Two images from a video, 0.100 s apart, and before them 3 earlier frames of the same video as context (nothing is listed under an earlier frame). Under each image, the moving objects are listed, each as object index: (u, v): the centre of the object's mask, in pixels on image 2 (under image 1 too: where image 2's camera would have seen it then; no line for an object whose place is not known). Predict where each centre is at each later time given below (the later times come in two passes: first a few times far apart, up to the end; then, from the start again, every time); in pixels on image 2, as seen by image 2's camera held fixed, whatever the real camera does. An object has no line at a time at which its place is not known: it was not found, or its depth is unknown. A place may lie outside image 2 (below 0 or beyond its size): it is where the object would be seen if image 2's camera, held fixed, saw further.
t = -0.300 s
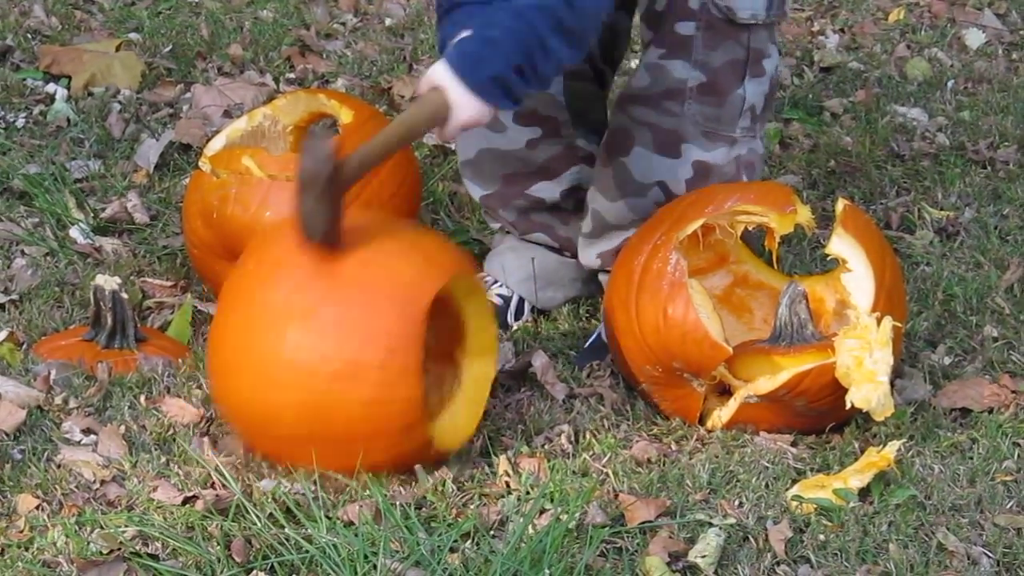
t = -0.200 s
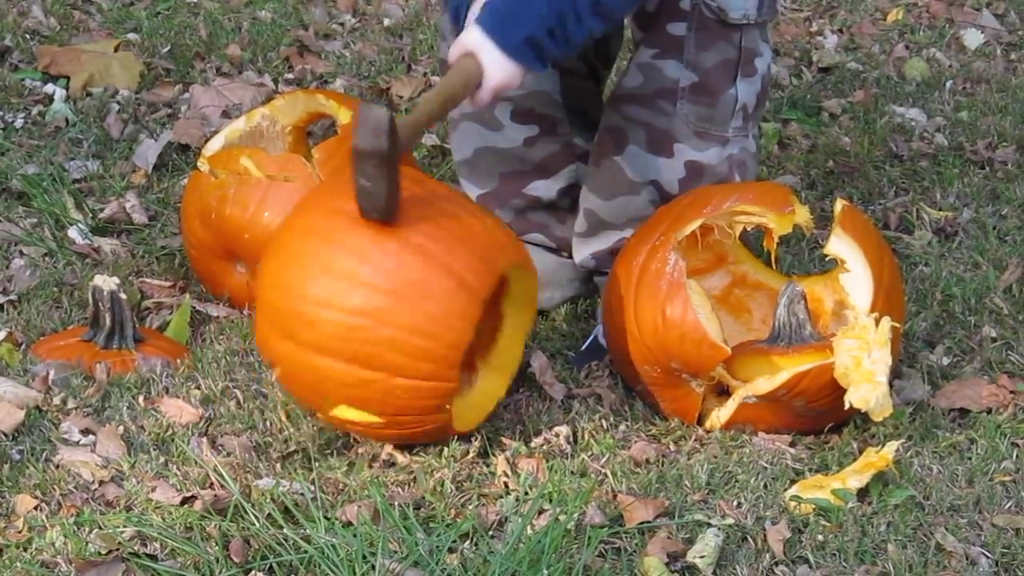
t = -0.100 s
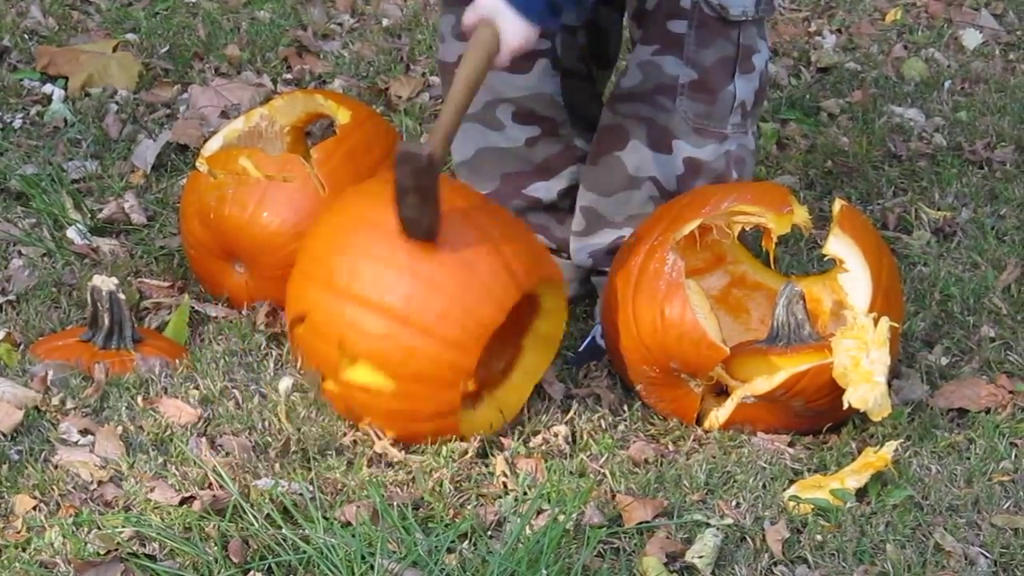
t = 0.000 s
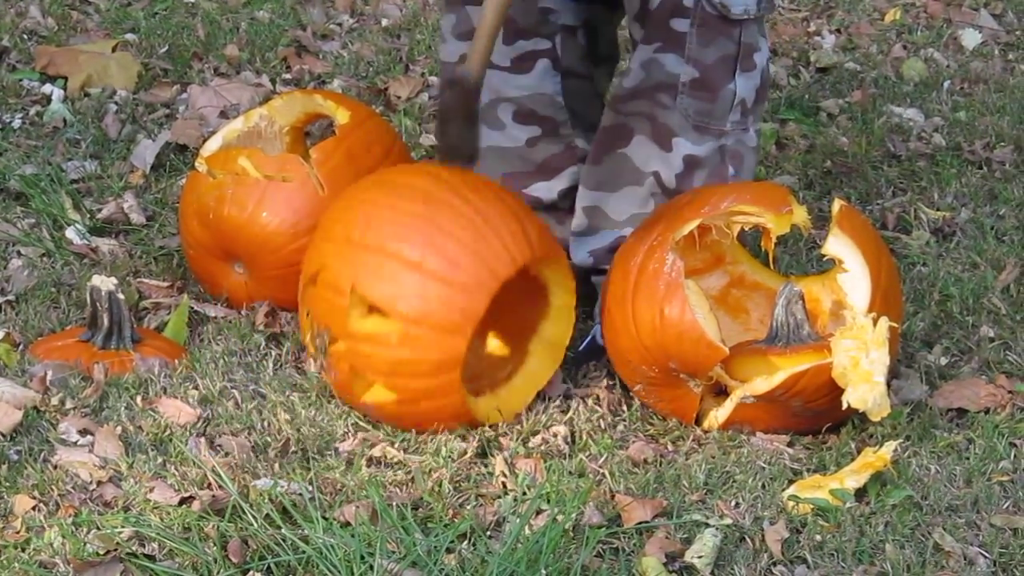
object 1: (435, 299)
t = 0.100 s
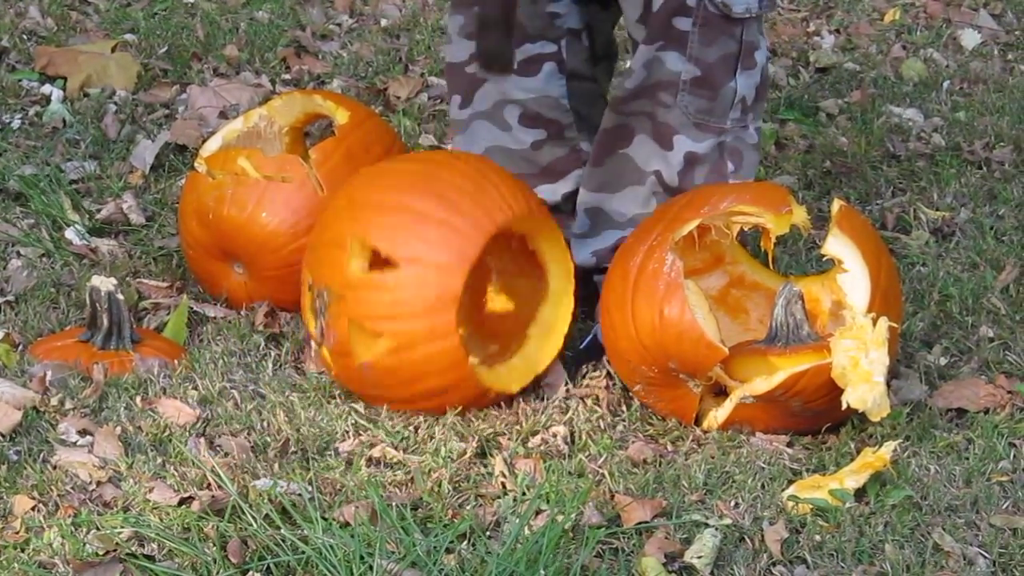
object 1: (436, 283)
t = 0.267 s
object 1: (430, 261)
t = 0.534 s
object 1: (430, 256)
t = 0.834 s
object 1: (426, 259)
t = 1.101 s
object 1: (426, 258)
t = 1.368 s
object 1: (426, 258)
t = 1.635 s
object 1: (426, 258)
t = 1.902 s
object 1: (426, 258)
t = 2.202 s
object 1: (426, 258)
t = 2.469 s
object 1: (426, 258)
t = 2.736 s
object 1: (426, 258)
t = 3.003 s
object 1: (426, 258)
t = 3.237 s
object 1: (426, 258)
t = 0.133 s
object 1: (435, 278)
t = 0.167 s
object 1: (434, 273)
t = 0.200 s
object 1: (433, 269)
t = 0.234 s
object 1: (431, 265)
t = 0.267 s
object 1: (430, 261)
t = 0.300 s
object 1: (428, 258)
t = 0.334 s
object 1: (429, 255)
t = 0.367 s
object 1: (431, 256)
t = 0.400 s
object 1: (432, 255)
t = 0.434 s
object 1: (432, 255)
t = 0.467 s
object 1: (432, 255)
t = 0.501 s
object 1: (431, 255)
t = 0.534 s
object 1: (430, 256)
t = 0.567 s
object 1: (429, 256)
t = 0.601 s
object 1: (427, 257)
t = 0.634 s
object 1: (427, 257)
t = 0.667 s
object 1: (426, 258)
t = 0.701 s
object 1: (426, 258)
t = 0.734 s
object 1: (426, 259)
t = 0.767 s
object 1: (426, 259)
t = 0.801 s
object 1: (426, 259)
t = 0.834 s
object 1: (426, 259)
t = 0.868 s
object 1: (426, 259)
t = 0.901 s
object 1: (426, 259)
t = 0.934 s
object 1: (426, 258)
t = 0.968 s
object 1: (426, 258)
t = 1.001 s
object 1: (426, 258)
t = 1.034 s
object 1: (426, 258)
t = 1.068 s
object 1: (426, 258)
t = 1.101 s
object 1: (426, 258)
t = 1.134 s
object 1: (426, 258)
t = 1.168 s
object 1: (427, 258)
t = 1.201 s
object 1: (426, 258)
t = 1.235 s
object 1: (426, 258)
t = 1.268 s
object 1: (426, 258)
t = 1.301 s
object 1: (426, 258)
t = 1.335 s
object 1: (426, 258)
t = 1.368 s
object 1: (426, 258)
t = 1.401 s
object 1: (426, 258)
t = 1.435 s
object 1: (426, 258)
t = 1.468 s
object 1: (426, 258)
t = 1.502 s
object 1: (426, 258)
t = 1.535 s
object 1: (426, 258)
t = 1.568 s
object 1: (426, 258)
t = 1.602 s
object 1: (426, 258)
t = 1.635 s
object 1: (426, 258)
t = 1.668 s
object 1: (426, 258)
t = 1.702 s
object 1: (426, 258)
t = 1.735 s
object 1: (426, 258)
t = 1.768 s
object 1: (426, 258)
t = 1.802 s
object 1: (426, 258)
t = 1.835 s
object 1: (426, 258)
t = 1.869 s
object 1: (426, 258)
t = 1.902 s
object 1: (426, 258)
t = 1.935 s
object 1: (426, 258)
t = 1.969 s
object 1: (426, 258)
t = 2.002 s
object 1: (426, 258)
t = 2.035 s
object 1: (426, 258)
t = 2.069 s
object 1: (426, 258)
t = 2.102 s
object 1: (426, 258)
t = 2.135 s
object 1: (426, 258)
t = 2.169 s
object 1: (426, 258)
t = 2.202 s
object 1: (426, 258)
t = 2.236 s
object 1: (426, 258)
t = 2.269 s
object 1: (426, 258)
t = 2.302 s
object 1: (426, 258)
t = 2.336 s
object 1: (426, 258)
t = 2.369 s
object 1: (426, 258)
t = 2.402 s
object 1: (426, 258)
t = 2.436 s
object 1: (426, 258)
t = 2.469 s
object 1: (426, 258)
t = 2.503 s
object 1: (426, 258)
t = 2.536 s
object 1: (426, 258)
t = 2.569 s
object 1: (426, 258)
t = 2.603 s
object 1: (426, 258)
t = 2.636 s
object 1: (426, 258)
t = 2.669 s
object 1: (426, 258)
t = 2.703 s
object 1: (426, 258)
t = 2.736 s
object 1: (426, 258)
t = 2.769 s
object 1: (426, 258)
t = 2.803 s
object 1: (426, 258)
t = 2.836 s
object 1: (426, 258)
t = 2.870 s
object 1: (426, 258)
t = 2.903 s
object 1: (426, 258)
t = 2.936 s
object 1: (426, 258)
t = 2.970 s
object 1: (426, 258)
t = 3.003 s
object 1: (426, 258)
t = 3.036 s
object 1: (426, 258)
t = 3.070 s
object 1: (426, 258)
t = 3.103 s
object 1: (426, 258)
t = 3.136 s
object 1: (426, 258)
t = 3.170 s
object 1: (426, 258)
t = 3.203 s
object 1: (426, 258)
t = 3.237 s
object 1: (426, 258)
